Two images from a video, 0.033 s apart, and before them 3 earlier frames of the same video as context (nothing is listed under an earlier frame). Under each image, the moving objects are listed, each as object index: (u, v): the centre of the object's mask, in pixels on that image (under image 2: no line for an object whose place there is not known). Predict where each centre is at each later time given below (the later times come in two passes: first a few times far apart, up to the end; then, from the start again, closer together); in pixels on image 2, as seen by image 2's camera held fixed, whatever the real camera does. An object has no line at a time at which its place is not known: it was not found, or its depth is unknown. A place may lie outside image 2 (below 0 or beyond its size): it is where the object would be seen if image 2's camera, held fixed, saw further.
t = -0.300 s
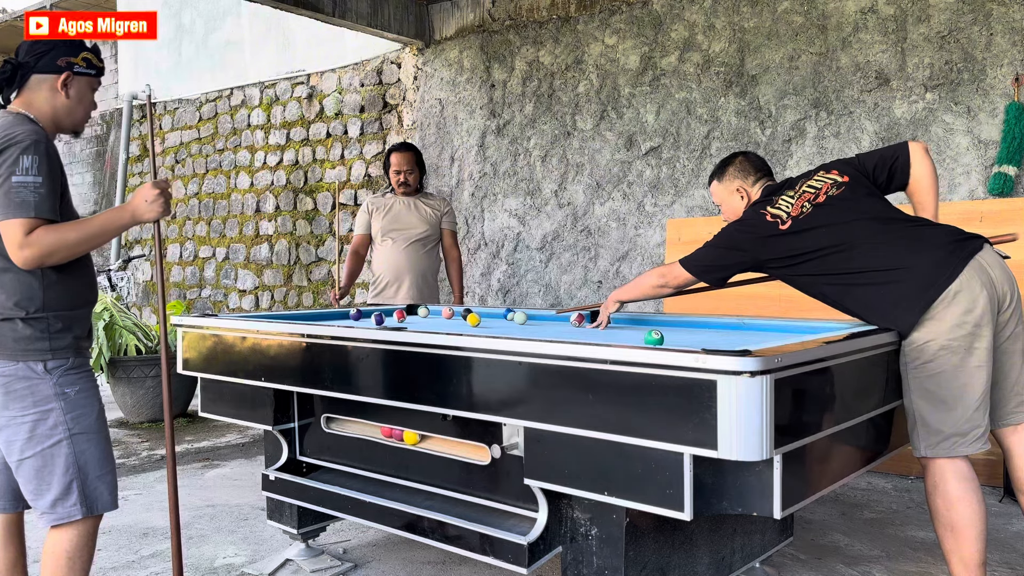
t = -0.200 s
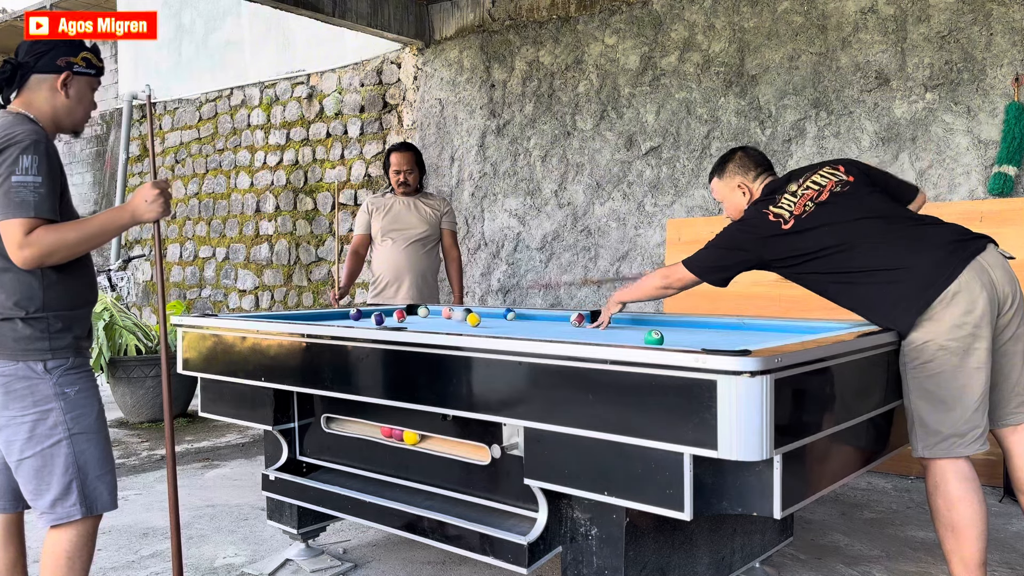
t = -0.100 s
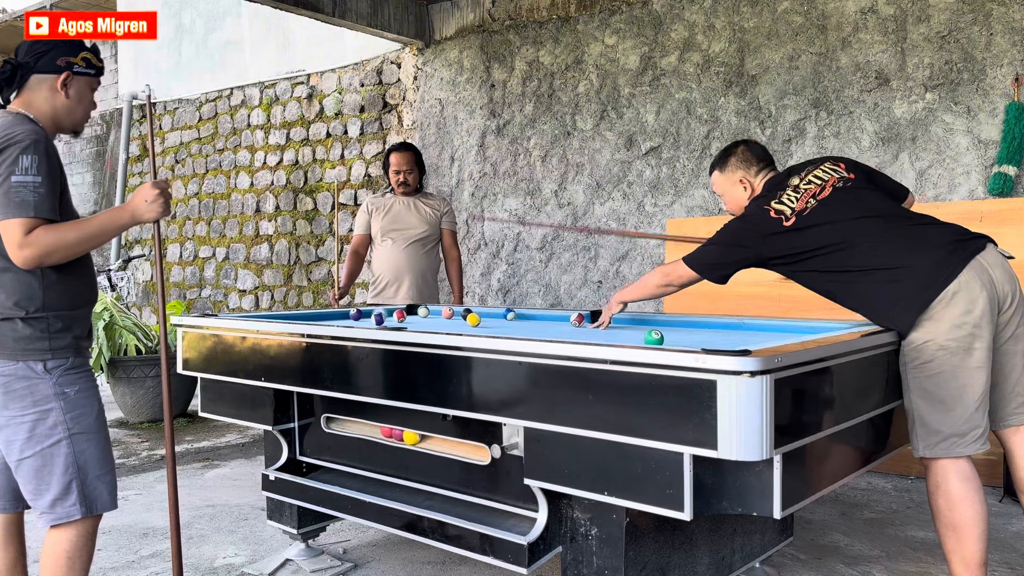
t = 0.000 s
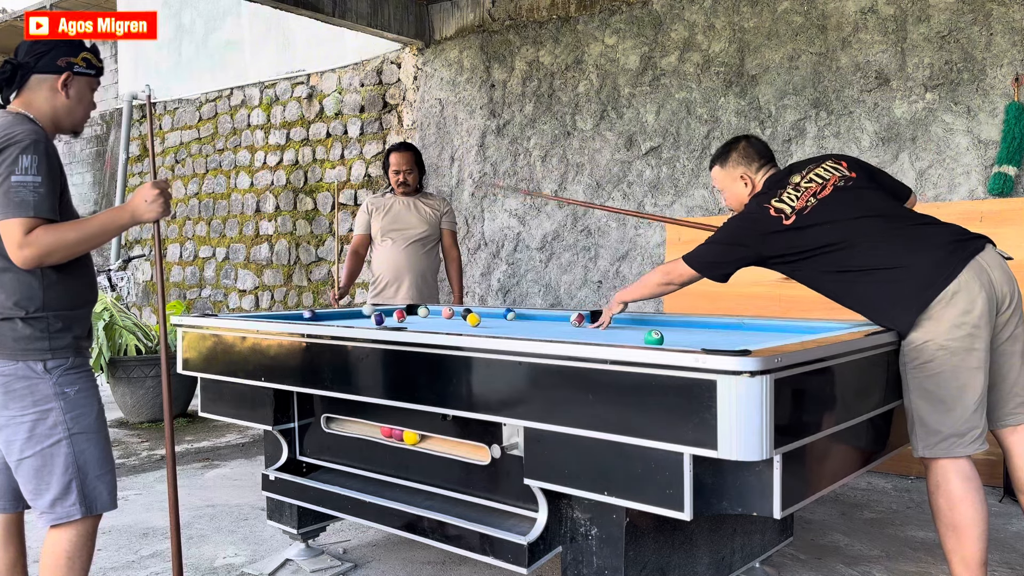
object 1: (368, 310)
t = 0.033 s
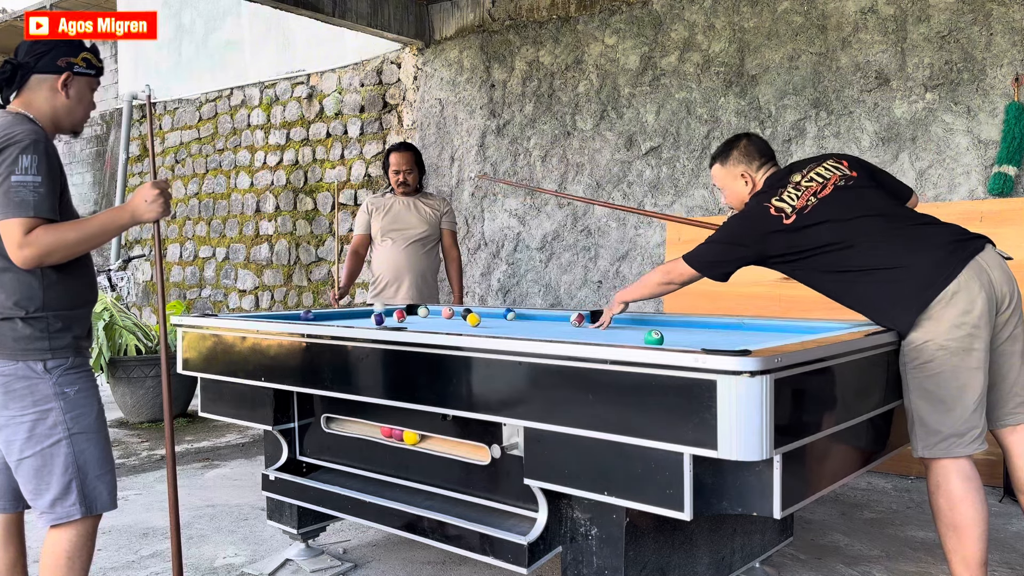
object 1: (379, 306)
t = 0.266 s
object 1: (450, 318)
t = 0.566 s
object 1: (538, 322)
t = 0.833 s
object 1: (631, 328)
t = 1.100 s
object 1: (745, 335)
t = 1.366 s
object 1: (740, 336)
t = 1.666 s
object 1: (623, 331)
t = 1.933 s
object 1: (535, 328)
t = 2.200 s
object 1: (459, 325)
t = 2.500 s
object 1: (384, 321)
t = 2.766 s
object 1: (324, 318)
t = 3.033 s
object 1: (273, 315)
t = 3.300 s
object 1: (299, 318)
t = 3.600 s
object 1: (329, 320)
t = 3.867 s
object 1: (358, 322)
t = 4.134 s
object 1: (384, 325)
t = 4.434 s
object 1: (417, 327)
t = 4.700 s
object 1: (438, 327)
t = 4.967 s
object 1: (454, 327)
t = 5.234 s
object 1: (468, 326)
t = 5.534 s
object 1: (482, 324)
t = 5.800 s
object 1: (492, 323)
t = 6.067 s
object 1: (499, 321)
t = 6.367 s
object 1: (507, 320)
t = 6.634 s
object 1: (511, 319)
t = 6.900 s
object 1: (514, 318)
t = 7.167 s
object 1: (516, 317)
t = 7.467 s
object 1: (517, 316)
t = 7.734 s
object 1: (519, 316)
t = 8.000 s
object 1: (518, 315)
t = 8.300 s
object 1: (517, 315)
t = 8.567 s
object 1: (517, 315)
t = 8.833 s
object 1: (516, 315)
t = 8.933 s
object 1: (516, 315)
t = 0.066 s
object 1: (390, 308)
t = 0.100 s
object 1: (405, 309)
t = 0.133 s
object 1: (414, 314)
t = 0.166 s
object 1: (424, 313)
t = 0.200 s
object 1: (434, 316)
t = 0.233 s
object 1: (442, 317)
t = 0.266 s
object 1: (450, 318)
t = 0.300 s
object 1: (459, 318)
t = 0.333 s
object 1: (466, 317)
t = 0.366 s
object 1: (481, 318)
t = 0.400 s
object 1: (488, 320)
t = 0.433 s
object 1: (497, 320)
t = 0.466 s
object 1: (506, 321)
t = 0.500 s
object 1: (518, 321)
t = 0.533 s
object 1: (527, 322)
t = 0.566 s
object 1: (538, 322)
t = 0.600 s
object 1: (548, 323)
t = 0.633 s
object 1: (559, 324)
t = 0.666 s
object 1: (570, 324)
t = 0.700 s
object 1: (582, 325)
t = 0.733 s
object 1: (594, 326)
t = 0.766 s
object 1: (606, 326)
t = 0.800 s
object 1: (619, 327)
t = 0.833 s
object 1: (631, 328)
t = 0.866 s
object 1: (643, 328)
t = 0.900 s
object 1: (658, 326)
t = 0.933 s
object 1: (673, 331)
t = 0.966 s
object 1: (687, 332)
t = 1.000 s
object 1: (700, 333)
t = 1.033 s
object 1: (714, 333)
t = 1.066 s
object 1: (730, 334)
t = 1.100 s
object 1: (745, 335)
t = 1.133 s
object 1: (760, 335)
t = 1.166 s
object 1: (777, 334)
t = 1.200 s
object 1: (793, 334)
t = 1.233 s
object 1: (800, 334)
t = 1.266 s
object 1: (784, 334)
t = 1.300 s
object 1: (769, 335)
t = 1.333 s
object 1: (753, 335)
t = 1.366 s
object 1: (740, 336)
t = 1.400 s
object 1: (725, 335)
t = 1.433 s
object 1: (712, 335)
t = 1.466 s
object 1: (699, 334)
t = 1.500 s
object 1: (686, 334)
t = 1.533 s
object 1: (674, 333)
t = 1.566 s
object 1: (663, 330)
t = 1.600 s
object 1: (643, 331)
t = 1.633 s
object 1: (635, 332)
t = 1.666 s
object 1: (623, 331)
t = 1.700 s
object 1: (612, 331)
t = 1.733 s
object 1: (599, 330)
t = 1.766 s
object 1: (589, 330)
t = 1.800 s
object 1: (578, 330)
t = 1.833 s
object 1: (567, 330)
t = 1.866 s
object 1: (557, 328)
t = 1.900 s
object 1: (546, 328)
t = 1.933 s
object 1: (535, 328)
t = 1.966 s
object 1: (526, 328)
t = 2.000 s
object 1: (516, 326)
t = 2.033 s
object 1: (506, 327)
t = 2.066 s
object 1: (497, 326)
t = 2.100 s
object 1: (486, 326)
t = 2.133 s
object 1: (478, 325)
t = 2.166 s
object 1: (468, 326)
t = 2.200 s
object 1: (459, 325)
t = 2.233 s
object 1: (450, 324)
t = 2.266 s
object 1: (442, 324)
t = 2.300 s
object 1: (433, 322)
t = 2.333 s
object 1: (425, 323)
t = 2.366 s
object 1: (416, 322)
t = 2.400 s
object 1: (408, 322)
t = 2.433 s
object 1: (401, 321)
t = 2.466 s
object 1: (392, 321)
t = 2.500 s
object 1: (384, 321)
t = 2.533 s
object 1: (378, 320)
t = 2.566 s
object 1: (368, 320)
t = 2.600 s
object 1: (361, 320)
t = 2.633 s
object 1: (353, 319)
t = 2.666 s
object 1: (346, 319)
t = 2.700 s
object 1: (339, 319)
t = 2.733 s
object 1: (332, 318)
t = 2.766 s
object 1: (324, 318)
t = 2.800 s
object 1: (317, 318)
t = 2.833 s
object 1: (311, 317)
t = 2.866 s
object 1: (303, 317)
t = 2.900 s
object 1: (296, 317)
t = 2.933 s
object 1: (289, 317)
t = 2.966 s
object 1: (283, 316)
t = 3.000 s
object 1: (276, 316)
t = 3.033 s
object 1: (273, 315)
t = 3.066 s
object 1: (276, 316)
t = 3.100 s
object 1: (280, 316)
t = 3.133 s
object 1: (282, 316)
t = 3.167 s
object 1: (286, 316)
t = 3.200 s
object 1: (289, 317)
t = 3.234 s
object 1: (292, 317)
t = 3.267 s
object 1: (295, 317)
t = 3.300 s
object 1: (299, 318)
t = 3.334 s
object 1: (302, 318)
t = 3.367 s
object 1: (305, 318)
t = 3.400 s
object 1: (308, 318)
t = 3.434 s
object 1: (312, 319)
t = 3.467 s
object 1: (316, 319)
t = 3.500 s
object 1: (319, 319)
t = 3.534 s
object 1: (322, 319)
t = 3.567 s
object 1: (326, 320)
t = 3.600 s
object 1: (329, 320)
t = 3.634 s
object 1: (332, 320)
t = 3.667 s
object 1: (336, 321)
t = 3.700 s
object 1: (339, 321)
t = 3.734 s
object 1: (343, 321)
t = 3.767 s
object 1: (346, 322)
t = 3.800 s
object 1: (349, 322)
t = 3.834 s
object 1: (354, 322)
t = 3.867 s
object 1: (358, 322)
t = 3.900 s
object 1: (364, 323)
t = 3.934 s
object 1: (367, 322)
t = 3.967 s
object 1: (369, 322)
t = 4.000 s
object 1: (371, 323)
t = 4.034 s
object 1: (376, 323)
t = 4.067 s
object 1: (378, 323)
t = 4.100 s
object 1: (382, 324)
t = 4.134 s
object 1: (384, 325)
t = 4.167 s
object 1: (389, 325)
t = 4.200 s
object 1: (393, 325)
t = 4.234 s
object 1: (396, 326)
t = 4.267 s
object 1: (401, 325)
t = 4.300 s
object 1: (405, 326)
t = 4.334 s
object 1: (408, 326)
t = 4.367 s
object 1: (411, 326)
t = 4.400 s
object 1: (414, 327)
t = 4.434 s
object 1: (417, 327)
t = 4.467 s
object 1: (423, 327)
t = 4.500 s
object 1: (423, 327)
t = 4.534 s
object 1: (425, 327)
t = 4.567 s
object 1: (428, 327)
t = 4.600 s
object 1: (429, 327)
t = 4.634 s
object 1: (433, 327)
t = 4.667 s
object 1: (435, 327)
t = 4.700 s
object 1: (438, 327)
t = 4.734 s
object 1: (438, 327)
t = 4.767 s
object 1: (442, 327)
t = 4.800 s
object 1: (444, 327)
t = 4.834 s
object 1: (447, 327)
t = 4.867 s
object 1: (449, 327)
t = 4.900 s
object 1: (451, 327)
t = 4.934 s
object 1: (452, 327)
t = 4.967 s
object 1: (454, 327)
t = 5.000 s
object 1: (456, 326)
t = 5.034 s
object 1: (458, 326)
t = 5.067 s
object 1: (459, 326)
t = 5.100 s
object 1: (462, 326)
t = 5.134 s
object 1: (463, 327)
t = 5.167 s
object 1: (465, 326)
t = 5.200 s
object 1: (467, 326)
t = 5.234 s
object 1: (468, 326)
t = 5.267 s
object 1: (470, 326)
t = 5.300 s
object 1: (472, 326)
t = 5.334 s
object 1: (473, 326)
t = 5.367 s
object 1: (475, 325)
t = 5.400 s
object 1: (476, 325)
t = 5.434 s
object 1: (477, 325)
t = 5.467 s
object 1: (479, 324)
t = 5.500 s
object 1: (481, 324)
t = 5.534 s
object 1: (482, 324)
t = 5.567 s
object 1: (483, 324)
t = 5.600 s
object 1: (484, 324)
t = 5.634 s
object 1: (486, 323)
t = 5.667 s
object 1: (487, 323)
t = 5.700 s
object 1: (488, 323)
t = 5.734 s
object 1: (489, 323)
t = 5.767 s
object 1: (490, 323)
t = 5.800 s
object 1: (492, 323)
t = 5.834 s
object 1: (493, 322)
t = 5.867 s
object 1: (493, 323)
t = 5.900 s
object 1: (495, 322)
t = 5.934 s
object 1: (496, 322)
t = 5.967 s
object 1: (497, 321)
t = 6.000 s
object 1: (497, 322)
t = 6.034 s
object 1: (498, 322)
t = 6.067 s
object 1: (499, 321)
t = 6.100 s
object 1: (500, 321)
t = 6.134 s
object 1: (501, 321)
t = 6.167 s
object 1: (502, 321)
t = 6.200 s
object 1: (503, 321)
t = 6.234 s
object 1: (504, 320)
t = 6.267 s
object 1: (504, 320)
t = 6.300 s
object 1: (505, 320)
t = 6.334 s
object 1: (506, 320)
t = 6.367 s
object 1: (507, 320)
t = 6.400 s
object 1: (507, 319)
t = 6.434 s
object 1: (508, 319)
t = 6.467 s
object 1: (509, 319)
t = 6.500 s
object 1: (509, 319)
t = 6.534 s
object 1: (509, 319)
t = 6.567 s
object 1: (510, 319)
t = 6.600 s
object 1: (511, 319)
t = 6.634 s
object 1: (511, 319)
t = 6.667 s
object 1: (511, 319)
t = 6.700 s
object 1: (512, 319)
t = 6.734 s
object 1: (513, 318)
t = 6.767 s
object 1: (513, 318)
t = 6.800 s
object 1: (513, 318)
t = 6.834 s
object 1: (514, 318)
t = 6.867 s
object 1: (514, 318)
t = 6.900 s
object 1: (514, 318)
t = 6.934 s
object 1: (514, 318)
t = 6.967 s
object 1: (515, 318)
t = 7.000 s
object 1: (515, 318)
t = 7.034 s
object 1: (515, 317)
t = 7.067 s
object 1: (515, 317)
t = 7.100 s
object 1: (515, 317)
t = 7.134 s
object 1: (516, 317)
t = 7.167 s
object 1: (516, 317)
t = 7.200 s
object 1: (516, 317)
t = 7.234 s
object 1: (516, 317)
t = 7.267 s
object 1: (516, 317)
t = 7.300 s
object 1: (516, 316)
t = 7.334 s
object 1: (516, 317)
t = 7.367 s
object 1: (516, 316)
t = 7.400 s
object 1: (517, 316)
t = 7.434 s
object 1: (517, 316)
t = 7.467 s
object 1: (517, 316)
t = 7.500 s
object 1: (517, 316)
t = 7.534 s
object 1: (517, 316)
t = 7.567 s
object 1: (518, 316)
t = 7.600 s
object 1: (518, 316)
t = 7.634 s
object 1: (519, 316)
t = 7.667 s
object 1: (519, 316)
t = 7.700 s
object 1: (519, 316)
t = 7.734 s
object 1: (519, 316)
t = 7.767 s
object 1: (518, 316)
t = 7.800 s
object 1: (518, 316)
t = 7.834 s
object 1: (518, 316)
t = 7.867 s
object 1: (518, 316)
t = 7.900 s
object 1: (518, 316)
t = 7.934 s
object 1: (518, 315)
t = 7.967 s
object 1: (518, 315)
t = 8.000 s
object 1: (518, 315)
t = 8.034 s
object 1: (518, 315)
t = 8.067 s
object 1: (518, 315)
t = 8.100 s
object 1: (518, 315)
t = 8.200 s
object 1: (517, 315)
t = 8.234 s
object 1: (517, 315)
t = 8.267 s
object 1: (517, 315)
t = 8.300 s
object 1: (517, 315)
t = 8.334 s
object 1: (517, 315)
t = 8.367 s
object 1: (517, 315)
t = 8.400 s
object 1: (517, 315)
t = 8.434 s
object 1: (517, 315)
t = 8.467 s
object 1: (517, 315)
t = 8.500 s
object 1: (517, 315)
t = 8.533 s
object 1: (517, 315)
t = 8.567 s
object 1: (517, 315)
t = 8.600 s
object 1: (517, 315)
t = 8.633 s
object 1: (517, 315)
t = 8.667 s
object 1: (517, 315)
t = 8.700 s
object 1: (517, 315)
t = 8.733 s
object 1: (516, 315)
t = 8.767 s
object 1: (516, 315)
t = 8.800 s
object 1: (516, 315)
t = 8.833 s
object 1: (516, 315)
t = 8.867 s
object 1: (516, 315)
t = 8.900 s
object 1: (516, 315)
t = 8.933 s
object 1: (516, 315)
